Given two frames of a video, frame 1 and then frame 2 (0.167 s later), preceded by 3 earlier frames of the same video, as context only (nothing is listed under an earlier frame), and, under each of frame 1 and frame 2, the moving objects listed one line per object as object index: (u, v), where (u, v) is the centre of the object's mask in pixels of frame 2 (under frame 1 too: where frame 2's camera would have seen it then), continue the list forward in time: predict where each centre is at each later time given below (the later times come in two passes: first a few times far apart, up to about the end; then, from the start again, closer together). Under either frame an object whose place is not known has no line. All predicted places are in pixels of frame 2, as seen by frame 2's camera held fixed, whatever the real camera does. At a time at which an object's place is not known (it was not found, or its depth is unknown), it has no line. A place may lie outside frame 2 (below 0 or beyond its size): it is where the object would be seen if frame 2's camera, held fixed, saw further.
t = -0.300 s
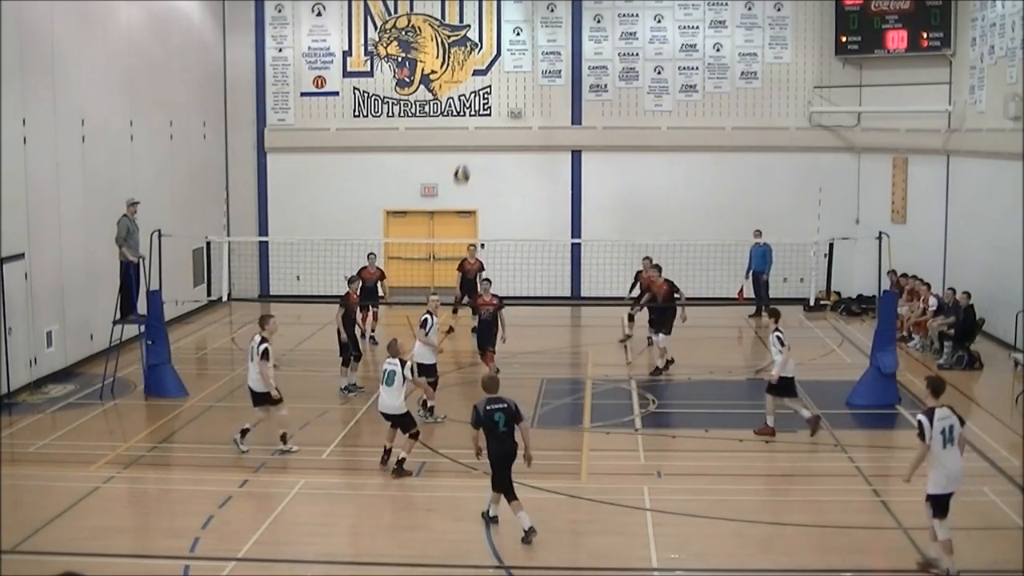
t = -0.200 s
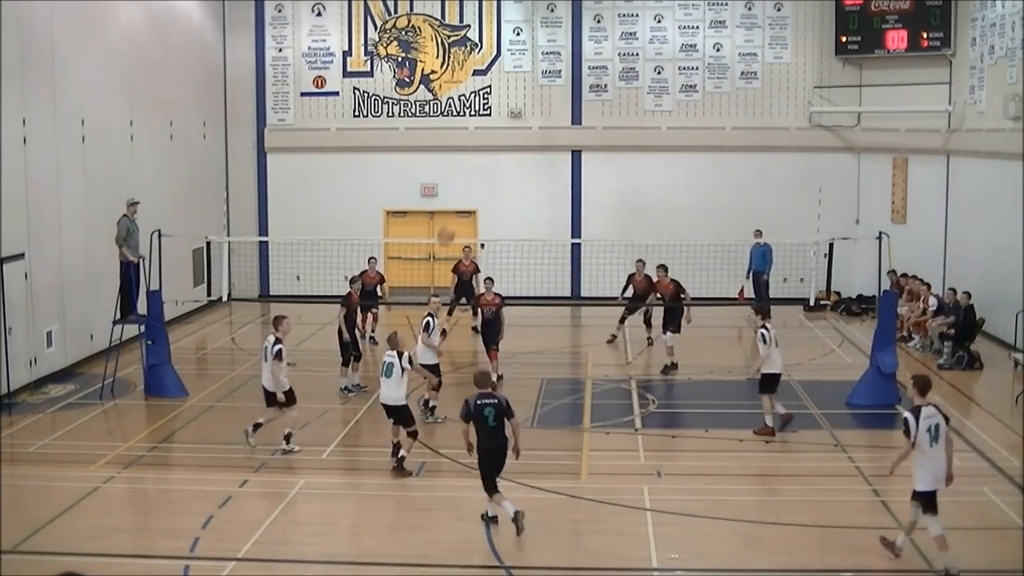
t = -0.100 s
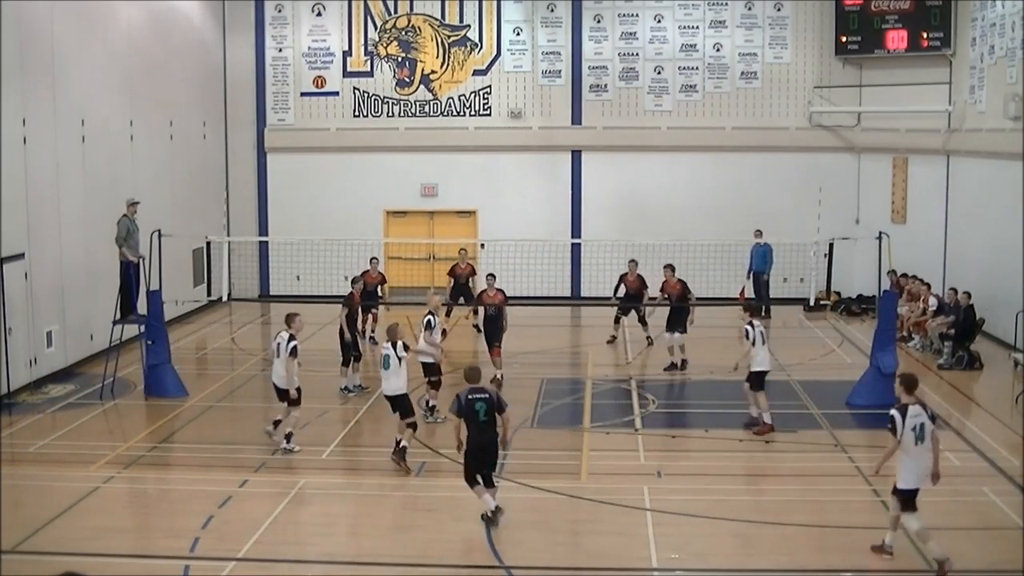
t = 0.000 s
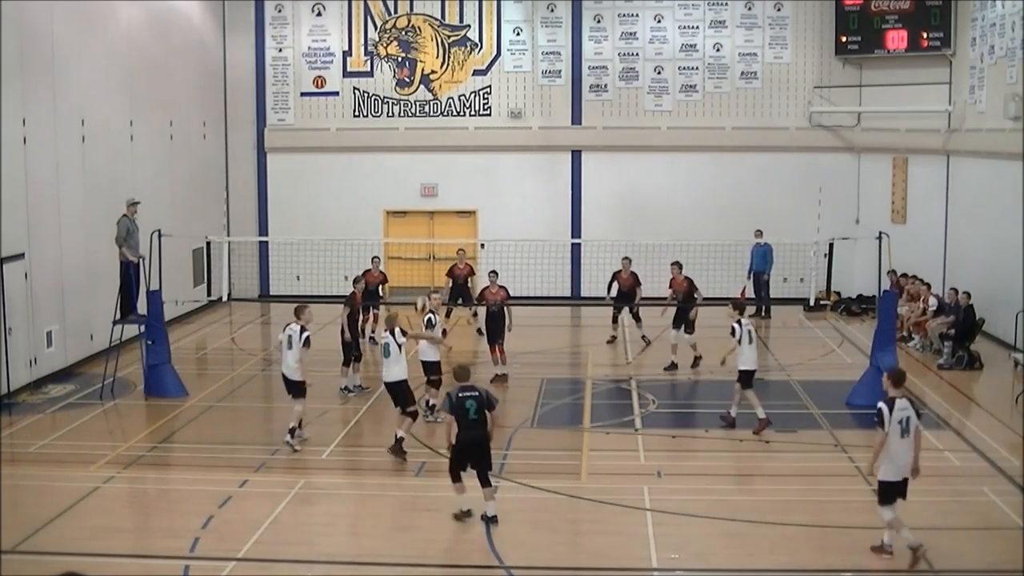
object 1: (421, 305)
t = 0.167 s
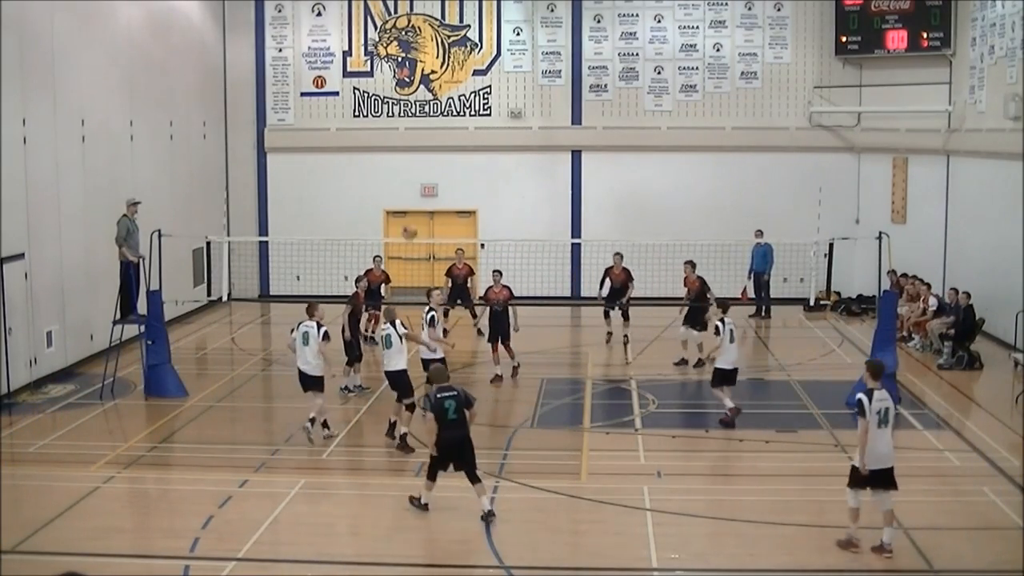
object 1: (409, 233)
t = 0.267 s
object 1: (402, 202)
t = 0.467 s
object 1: (390, 169)
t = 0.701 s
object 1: (378, 168)
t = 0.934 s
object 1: (367, 200)
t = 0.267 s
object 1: (402, 202)
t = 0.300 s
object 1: (400, 194)
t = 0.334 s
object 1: (398, 187)
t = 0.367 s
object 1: (396, 182)
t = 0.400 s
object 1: (394, 176)
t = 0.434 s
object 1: (392, 172)
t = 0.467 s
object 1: (390, 169)
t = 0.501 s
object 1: (388, 166)
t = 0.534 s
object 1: (386, 165)
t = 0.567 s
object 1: (384, 163)
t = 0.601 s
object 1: (382, 164)
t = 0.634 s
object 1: (381, 164)
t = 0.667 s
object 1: (379, 166)
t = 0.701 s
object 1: (378, 168)
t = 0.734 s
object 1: (376, 171)
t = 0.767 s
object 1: (375, 174)
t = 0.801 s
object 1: (374, 178)
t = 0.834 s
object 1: (372, 182)
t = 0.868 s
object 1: (371, 188)
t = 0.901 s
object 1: (369, 194)
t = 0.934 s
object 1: (367, 200)
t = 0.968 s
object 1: (367, 208)
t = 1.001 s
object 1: (365, 215)
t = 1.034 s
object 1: (364, 223)
